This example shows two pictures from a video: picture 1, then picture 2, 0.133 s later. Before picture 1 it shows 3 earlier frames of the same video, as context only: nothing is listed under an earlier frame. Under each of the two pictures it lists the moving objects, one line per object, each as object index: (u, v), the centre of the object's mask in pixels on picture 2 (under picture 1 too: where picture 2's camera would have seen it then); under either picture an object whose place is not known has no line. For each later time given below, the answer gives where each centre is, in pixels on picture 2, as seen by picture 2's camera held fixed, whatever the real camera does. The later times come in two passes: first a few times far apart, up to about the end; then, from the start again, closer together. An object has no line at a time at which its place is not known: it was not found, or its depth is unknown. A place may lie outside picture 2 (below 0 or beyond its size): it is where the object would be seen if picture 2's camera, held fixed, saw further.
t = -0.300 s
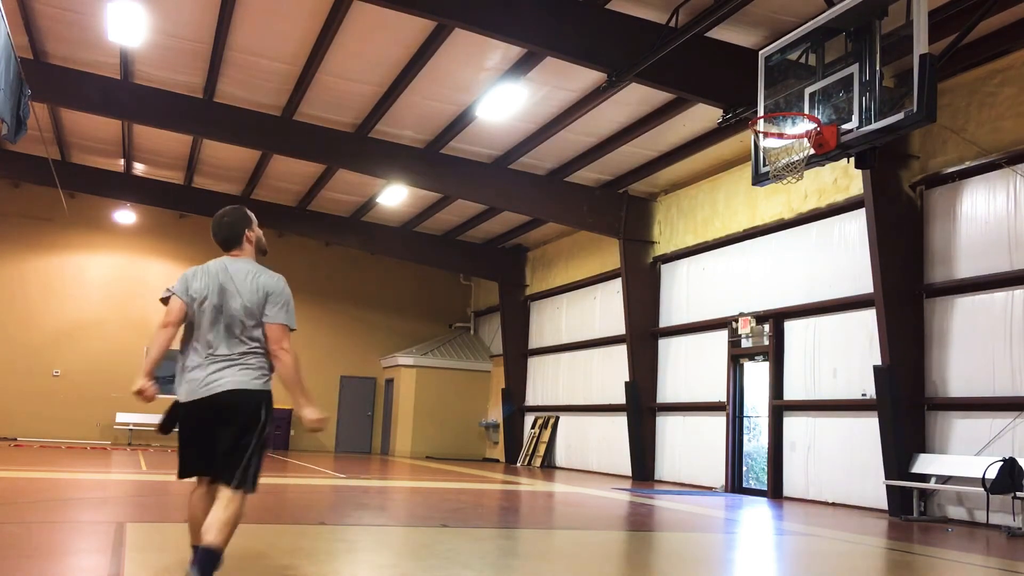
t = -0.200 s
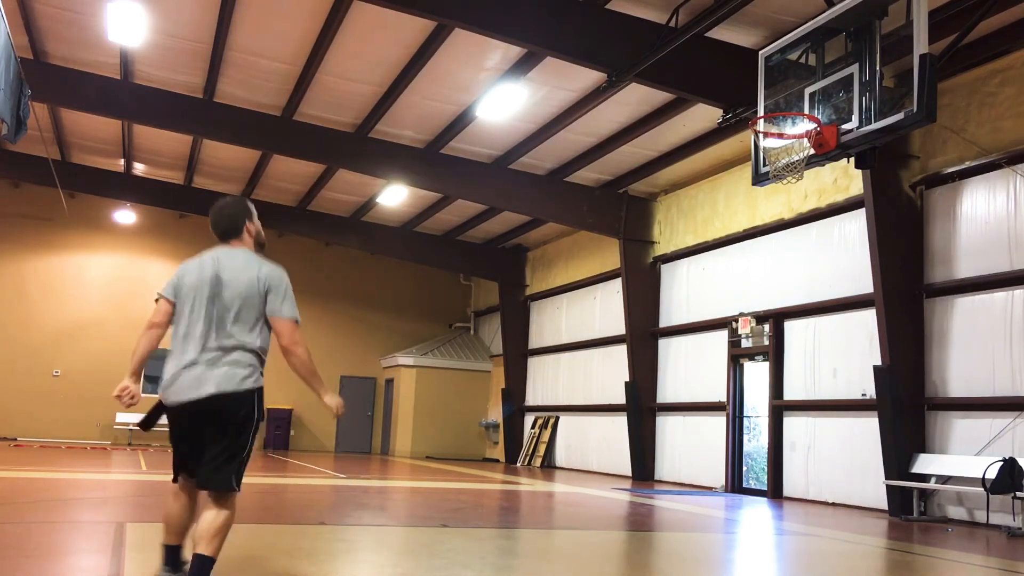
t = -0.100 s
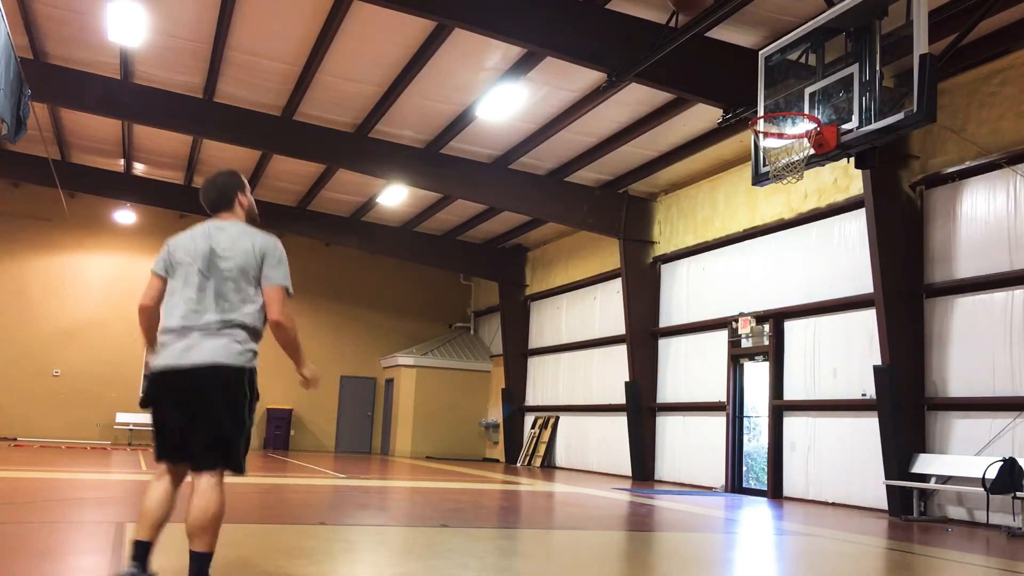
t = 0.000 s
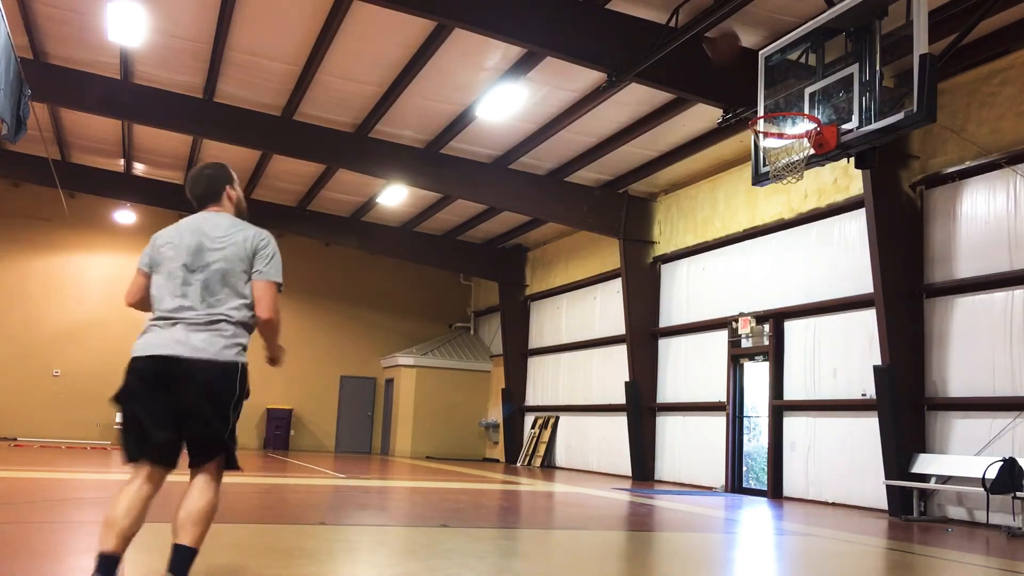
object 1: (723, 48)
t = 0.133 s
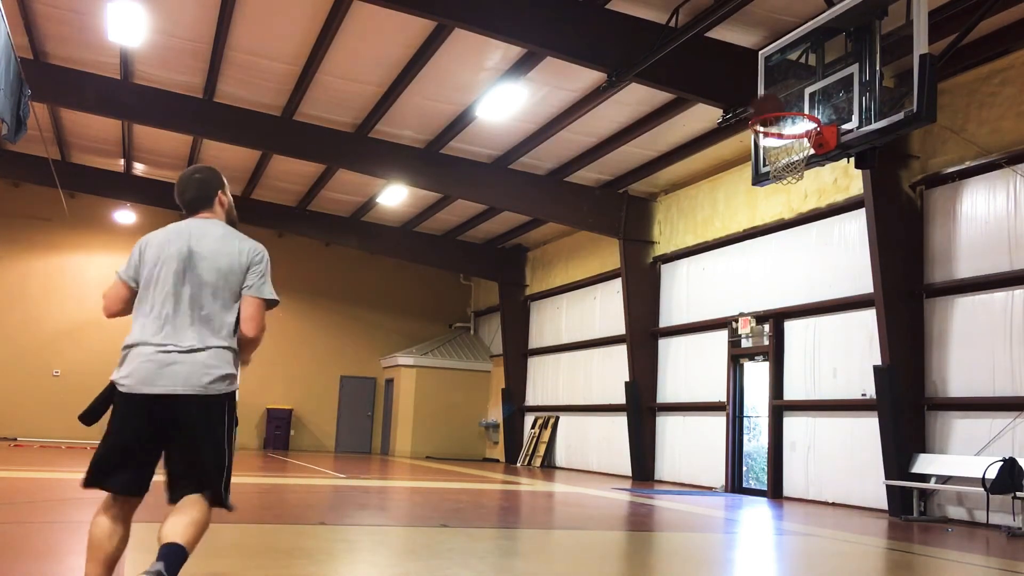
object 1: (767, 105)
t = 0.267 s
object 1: (791, 127)
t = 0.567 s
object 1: (778, 175)
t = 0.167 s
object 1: (776, 115)
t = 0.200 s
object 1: (783, 126)
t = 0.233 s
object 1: (791, 128)
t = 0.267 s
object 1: (791, 127)
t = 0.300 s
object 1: (787, 126)
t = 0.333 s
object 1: (782, 127)
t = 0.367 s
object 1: (781, 127)
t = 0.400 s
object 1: (780, 129)
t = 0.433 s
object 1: (778, 134)
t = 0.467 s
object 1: (777, 141)
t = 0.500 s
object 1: (780, 149)
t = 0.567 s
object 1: (778, 175)
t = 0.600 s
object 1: (779, 177)
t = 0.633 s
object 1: (780, 182)
